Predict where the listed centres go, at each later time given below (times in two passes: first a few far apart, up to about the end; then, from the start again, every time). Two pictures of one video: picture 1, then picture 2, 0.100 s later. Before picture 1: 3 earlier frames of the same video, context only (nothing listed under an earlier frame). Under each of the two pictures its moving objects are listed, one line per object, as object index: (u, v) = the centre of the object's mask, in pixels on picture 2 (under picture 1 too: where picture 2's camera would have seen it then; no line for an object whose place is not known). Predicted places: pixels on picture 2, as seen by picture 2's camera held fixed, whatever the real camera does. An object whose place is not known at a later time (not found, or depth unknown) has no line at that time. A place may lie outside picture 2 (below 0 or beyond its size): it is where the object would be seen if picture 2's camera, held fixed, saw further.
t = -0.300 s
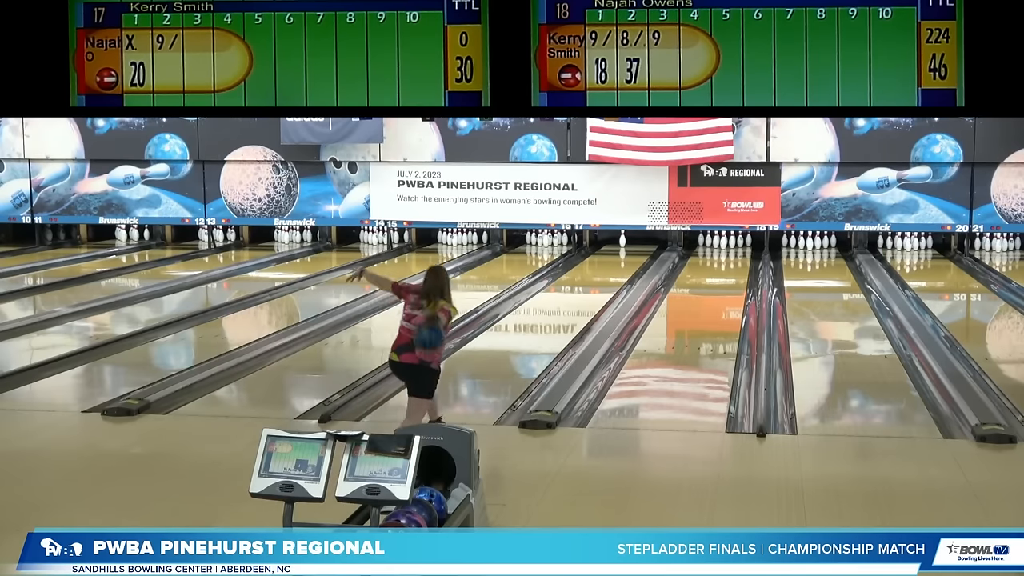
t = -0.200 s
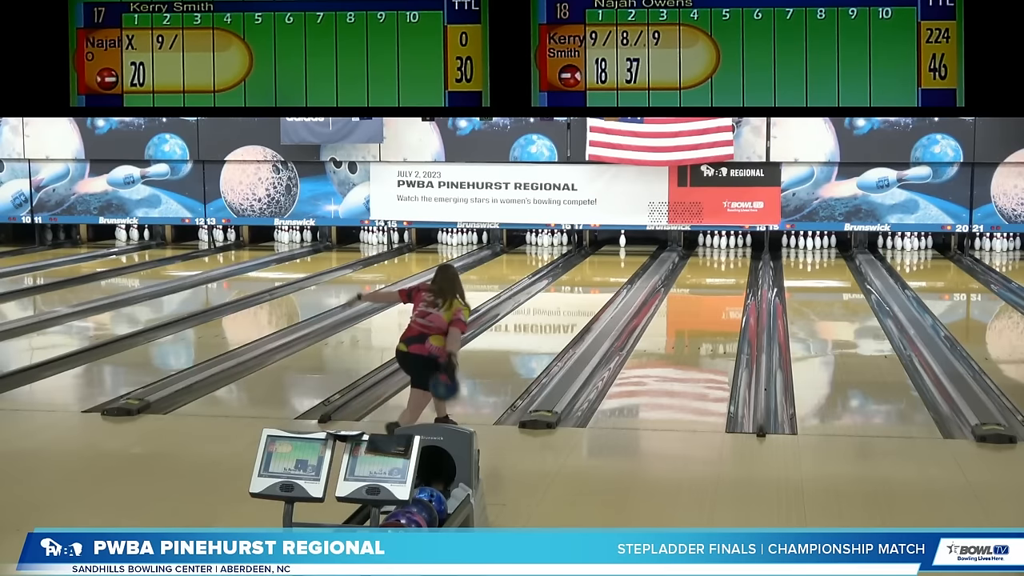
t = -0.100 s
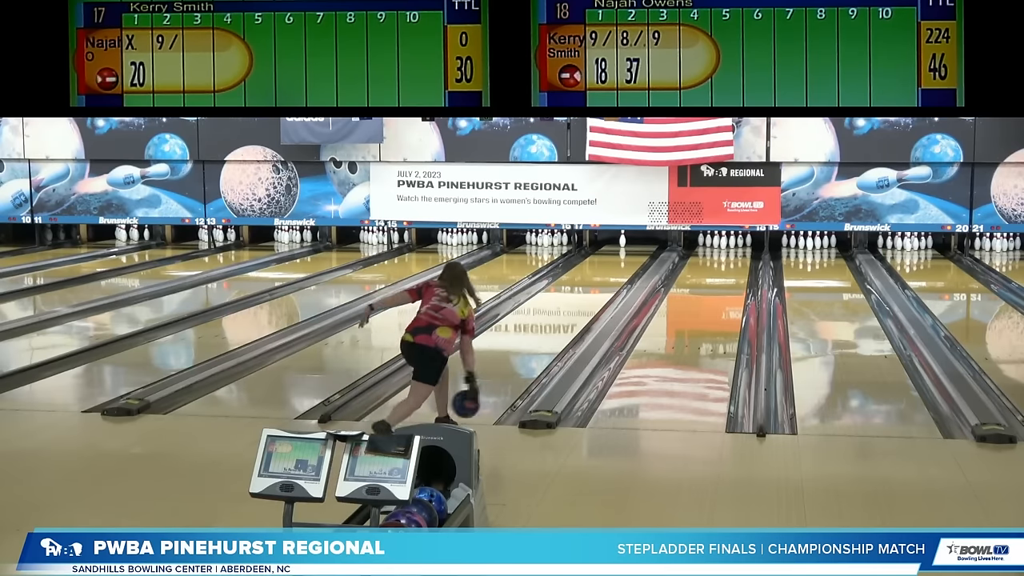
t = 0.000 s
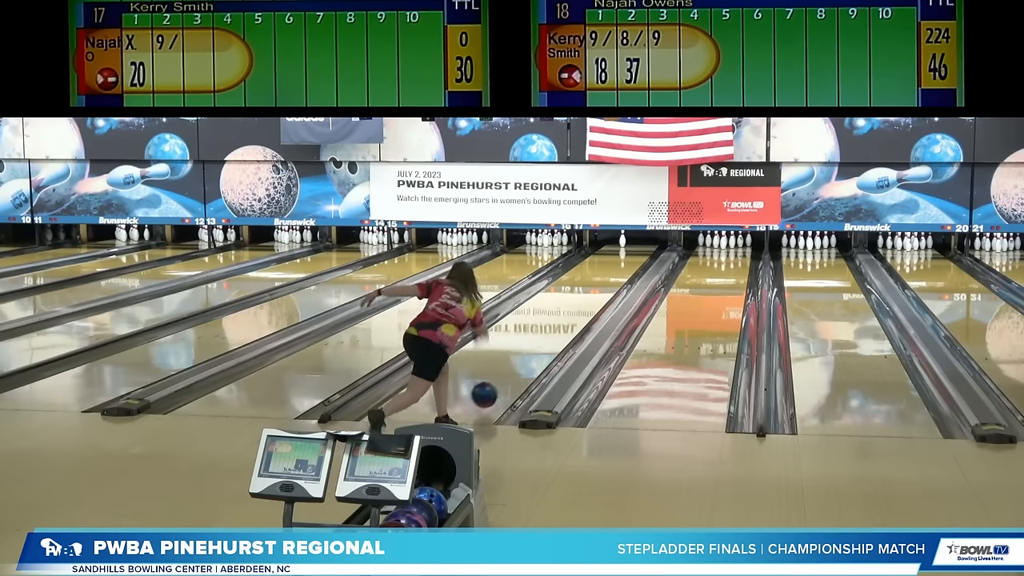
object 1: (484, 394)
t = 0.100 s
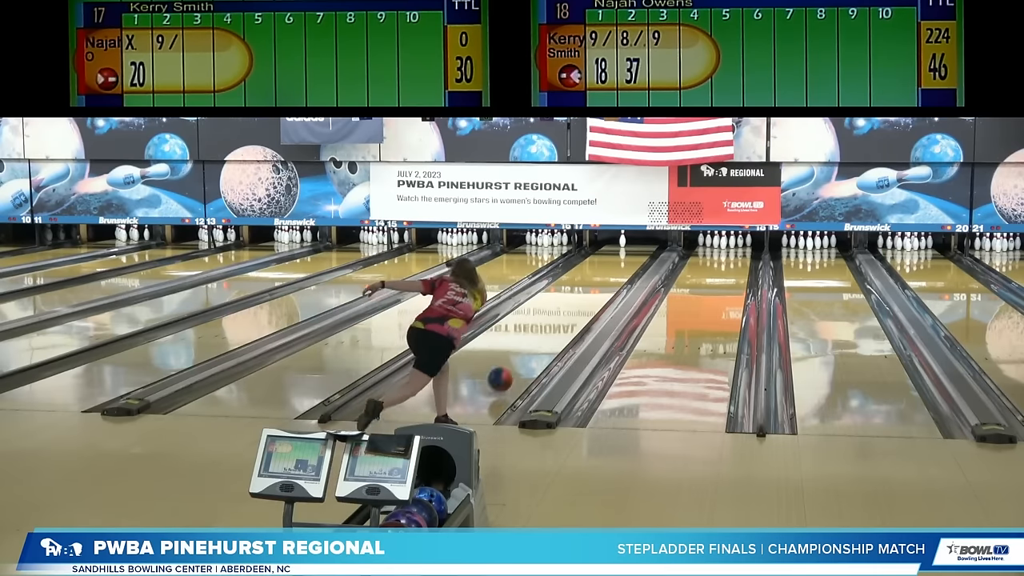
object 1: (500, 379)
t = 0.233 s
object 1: (518, 363)
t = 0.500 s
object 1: (548, 333)
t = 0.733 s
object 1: (567, 313)
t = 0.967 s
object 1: (583, 296)
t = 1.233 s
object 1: (597, 281)
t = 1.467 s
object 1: (608, 269)
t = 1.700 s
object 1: (616, 260)
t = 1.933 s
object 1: (621, 252)
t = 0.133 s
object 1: (505, 374)
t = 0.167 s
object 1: (509, 371)
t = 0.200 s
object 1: (514, 368)
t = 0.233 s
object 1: (518, 363)
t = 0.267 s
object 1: (523, 359)
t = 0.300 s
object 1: (527, 355)
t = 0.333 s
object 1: (530, 351)
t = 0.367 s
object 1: (534, 347)
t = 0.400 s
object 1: (538, 344)
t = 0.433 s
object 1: (541, 340)
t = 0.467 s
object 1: (544, 337)
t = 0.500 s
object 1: (548, 333)
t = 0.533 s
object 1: (551, 330)
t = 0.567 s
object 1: (554, 327)
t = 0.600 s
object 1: (557, 324)
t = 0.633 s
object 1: (560, 321)
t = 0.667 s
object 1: (562, 318)
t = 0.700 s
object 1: (565, 316)
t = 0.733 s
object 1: (567, 313)
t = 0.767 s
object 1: (570, 310)
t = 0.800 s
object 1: (572, 308)
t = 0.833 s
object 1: (574, 306)
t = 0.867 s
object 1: (577, 303)
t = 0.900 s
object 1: (579, 301)
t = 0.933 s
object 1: (581, 298)
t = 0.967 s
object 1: (583, 296)
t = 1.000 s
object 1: (585, 294)
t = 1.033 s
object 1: (587, 292)
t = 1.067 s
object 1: (589, 290)
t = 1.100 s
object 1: (591, 288)
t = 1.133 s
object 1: (592, 286)
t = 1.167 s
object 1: (594, 285)
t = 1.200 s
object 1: (596, 282)
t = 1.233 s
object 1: (597, 281)
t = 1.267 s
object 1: (599, 279)
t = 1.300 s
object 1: (601, 277)
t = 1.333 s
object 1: (602, 276)
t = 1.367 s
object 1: (604, 274)
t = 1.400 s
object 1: (605, 272)
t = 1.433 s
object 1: (607, 271)
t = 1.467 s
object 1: (608, 269)
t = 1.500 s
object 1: (609, 268)
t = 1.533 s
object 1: (610, 267)
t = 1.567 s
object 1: (611, 265)
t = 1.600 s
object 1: (613, 264)
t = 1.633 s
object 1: (614, 262)
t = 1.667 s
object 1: (615, 261)
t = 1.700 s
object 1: (616, 260)
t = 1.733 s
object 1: (616, 259)
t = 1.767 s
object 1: (617, 257)
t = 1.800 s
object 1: (618, 257)
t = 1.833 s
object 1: (619, 255)
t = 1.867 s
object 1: (619, 253)
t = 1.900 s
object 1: (620, 253)
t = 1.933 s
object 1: (621, 252)
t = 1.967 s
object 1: (621, 251)
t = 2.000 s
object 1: (621, 250)
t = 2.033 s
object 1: (622, 249)
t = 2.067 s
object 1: (623, 248)
